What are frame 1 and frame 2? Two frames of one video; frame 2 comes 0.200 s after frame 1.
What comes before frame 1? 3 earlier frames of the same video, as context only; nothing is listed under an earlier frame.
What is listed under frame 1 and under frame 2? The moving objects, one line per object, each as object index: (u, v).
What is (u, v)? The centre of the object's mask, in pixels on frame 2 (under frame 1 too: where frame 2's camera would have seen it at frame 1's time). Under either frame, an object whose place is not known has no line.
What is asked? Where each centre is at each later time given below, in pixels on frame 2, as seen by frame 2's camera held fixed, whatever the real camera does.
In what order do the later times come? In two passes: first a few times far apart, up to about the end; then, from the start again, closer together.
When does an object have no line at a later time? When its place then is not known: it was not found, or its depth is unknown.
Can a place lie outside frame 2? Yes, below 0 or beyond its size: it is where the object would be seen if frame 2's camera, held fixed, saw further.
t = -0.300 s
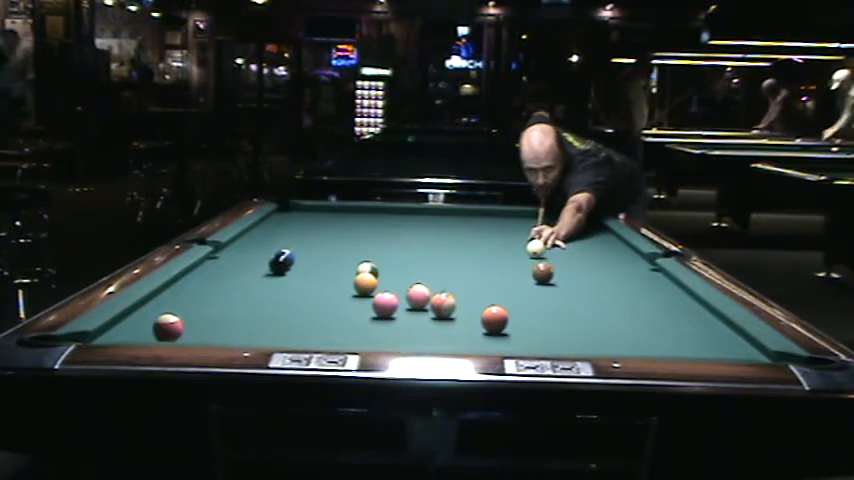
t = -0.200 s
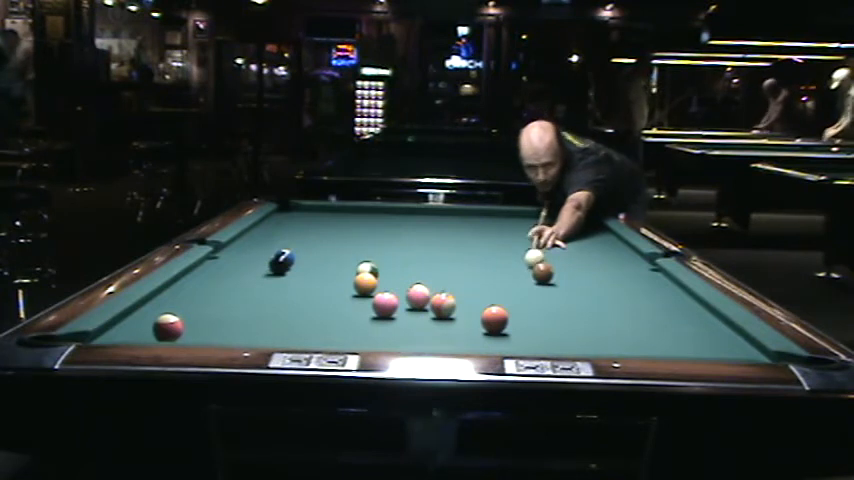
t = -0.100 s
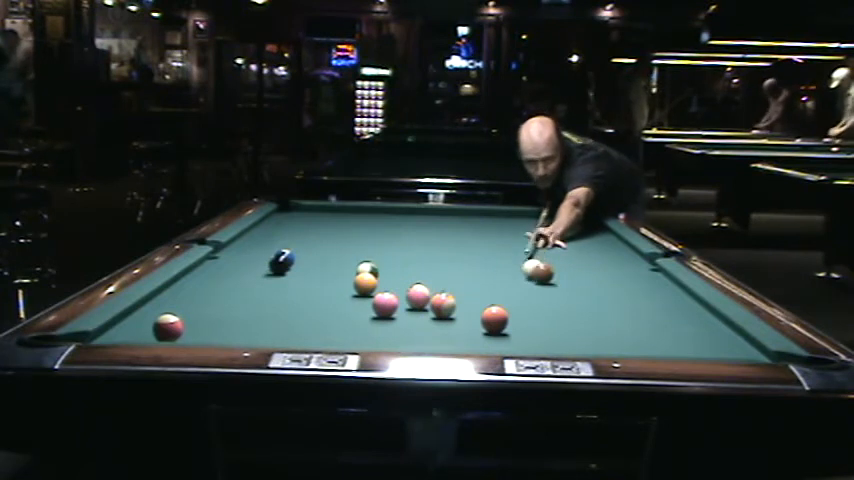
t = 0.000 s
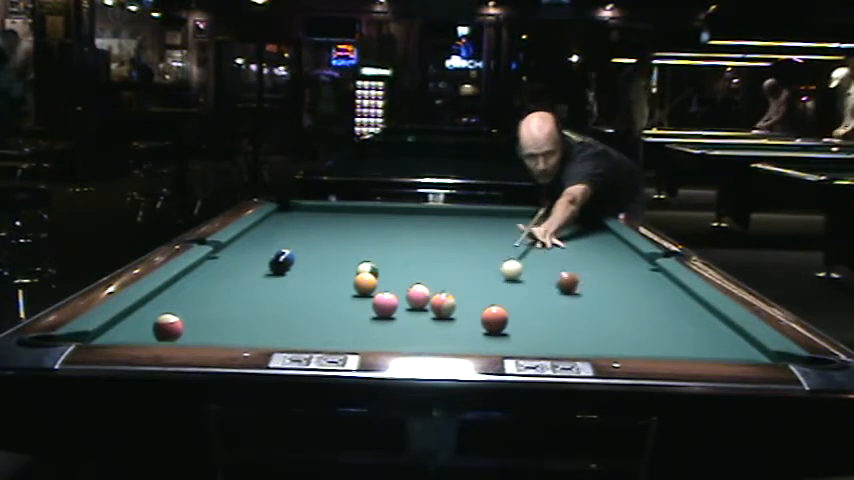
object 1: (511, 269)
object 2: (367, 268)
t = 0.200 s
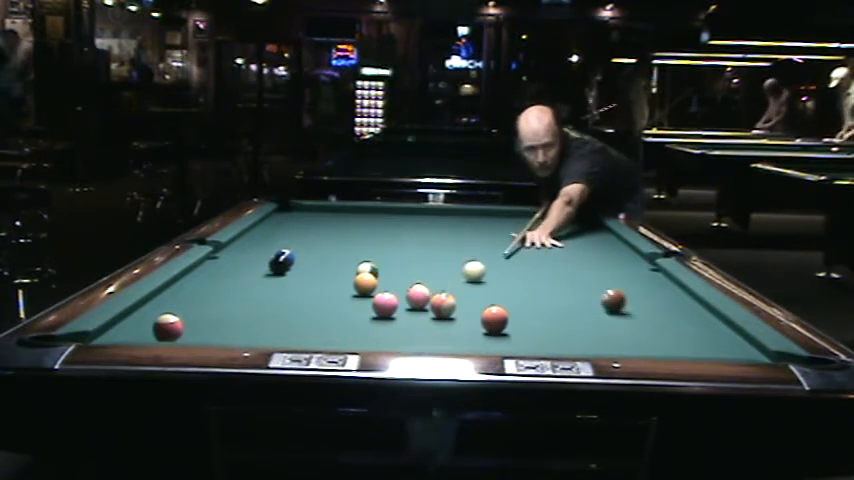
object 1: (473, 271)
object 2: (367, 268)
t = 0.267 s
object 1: (461, 271)
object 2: (367, 267)
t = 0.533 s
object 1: (413, 272)
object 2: (367, 267)
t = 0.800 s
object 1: (384, 274)
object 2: (350, 272)
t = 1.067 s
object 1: (374, 272)
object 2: (323, 272)
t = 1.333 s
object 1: (359, 271)
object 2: (297, 271)
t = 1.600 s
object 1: (350, 278)
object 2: (275, 270)
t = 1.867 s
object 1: (344, 280)
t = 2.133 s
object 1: (339, 281)
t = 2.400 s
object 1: (335, 281)
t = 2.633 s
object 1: (334, 281)
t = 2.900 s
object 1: (334, 281)
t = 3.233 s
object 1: (334, 282)
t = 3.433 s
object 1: (334, 282)
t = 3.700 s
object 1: (334, 282)
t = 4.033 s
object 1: (334, 282)
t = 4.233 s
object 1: (334, 282)
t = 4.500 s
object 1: (334, 282)
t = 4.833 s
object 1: (334, 282)
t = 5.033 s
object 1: (334, 282)
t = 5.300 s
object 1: (334, 282)
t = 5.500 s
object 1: (334, 282)
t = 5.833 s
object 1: (334, 282)
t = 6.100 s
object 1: (334, 282)
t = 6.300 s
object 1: (334, 282)
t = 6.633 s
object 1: (334, 281)
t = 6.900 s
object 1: (334, 281)
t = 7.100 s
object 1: (334, 281)
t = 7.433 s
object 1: (334, 281)
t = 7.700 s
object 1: (334, 281)
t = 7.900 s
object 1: (334, 281)
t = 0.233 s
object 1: (468, 271)
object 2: (367, 267)
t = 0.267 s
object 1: (461, 271)
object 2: (367, 267)
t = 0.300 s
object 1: (455, 271)
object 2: (367, 267)
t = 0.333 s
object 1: (449, 271)
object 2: (367, 267)
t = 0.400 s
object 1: (437, 271)
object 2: (367, 268)
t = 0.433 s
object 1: (431, 272)
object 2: (367, 268)
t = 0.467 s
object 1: (425, 272)
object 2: (367, 268)
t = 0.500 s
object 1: (419, 272)
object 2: (367, 268)
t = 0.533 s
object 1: (413, 272)
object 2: (367, 267)
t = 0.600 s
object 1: (401, 273)
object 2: (367, 268)
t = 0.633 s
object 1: (396, 273)
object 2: (367, 268)
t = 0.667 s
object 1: (390, 273)
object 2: (367, 268)
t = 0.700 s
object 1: (388, 273)
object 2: (361, 268)
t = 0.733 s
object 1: (387, 273)
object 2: (357, 269)
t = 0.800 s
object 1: (384, 274)
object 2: (350, 272)
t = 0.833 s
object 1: (383, 274)
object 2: (347, 272)
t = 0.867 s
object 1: (382, 274)
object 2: (344, 272)
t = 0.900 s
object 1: (381, 274)
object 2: (340, 272)
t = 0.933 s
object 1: (380, 273)
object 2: (337, 271)
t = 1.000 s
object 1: (377, 273)
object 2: (330, 272)
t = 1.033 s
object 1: (376, 272)
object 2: (327, 272)
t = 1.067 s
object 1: (374, 272)
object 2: (323, 272)
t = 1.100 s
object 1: (373, 271)
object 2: (320, 272)
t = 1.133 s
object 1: (372, 271)
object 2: (317, 272)
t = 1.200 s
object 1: (368, 271)
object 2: (311, 271)
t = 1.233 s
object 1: (365, 270)
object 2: (307, 271)
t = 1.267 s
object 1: (363, 270)
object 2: (304, 271)
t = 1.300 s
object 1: (361, 271)
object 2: (300, 271)
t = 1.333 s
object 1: (359, 271)
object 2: (297, 271)
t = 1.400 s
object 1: (356, 272)
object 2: (291, 271)
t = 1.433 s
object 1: (355, 273)
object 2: (288, 271)
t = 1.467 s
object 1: (353, 275)
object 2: (286, 271)
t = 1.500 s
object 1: (352, 274)
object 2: (284, 271)
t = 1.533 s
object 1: (351, 277)
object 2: (281, 272)
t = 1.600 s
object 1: (350, 278)
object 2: (275, 270)
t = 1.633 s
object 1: (349, 278)
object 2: (272, 270)
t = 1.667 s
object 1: (348, 278)
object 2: (269, 270)
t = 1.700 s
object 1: (348, 279)
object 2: (267, 269)
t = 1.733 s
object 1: (347, 279)
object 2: (264, 269)
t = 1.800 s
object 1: (345, 280)
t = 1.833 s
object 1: (345, 280)
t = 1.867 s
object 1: (344, 280)
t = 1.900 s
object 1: (343, 280)
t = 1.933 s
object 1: (343, 280)
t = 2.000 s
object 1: (341, 281)
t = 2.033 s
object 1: (340, 281)
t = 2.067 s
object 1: (340, 281)
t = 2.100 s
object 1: (339, 281)
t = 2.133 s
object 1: (339, 281)
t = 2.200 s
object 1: (337, 281)
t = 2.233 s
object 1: (337, 281)
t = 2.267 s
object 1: (336, 281)
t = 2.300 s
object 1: (336, 281)
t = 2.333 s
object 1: (335, 281)
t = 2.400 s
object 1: (335, 281)
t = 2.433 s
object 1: (335, 281)
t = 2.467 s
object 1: (334, 282)
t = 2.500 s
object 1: (334, 282)
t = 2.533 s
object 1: (334, 282)
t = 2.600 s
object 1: (334, 282)
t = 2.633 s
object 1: (334, 281)
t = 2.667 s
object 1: (334, 281)
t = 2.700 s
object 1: (334, 281)
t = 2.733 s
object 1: (334, 282)
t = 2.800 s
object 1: (334, 281)
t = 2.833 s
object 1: (334, 282)
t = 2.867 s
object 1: (334, 281)
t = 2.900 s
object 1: (334, 281)
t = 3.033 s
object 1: (334, 282)
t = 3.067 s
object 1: (334, 282)
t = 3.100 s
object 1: (334, 282)
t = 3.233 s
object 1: (334, 282)
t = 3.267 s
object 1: (334, 282)
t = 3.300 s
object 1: (334, 282)
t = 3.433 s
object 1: (334, 282)
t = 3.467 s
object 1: (334, 282)
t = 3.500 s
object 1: (334, 282)
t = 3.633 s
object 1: (334, 282)
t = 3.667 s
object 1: (334, 282)
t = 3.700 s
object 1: (334, 282)
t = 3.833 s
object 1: (334, 282)
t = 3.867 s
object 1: (334, 282)
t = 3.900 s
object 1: (334, 282)
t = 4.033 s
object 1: (334, 282)
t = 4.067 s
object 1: (334, 282)
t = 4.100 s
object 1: (334, 282)
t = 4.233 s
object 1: (334, 282)
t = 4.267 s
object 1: (334, 282)
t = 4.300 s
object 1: (334, 282)
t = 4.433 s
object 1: (334, 282)
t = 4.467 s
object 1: (334, 282)
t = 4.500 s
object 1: (334, 282)
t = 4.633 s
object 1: (334, 282)
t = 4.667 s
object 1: (334, 282)
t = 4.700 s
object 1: (334, 282)
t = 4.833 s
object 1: (334, 282)
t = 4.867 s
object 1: (334, 282)
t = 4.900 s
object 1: (334, 282)
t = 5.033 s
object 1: (334, 282)
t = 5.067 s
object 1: (334, 282)
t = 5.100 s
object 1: (334, 282)
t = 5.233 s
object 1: (334, 282)
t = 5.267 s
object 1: (334, 282)
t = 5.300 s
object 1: (334, 282)
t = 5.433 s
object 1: (334, 282)
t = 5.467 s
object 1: (334, 282)
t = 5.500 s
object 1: (334, 282)
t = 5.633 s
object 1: (334, 282)
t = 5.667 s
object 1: (334, 282)
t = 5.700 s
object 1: (334, 282)
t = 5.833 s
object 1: (334, 282)
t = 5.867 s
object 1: (334, 282)
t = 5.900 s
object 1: (334, 282)
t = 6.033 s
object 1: (334, 282)
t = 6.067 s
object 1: (334, 282)
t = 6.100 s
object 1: (334, 282)
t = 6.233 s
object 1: (334, 282)
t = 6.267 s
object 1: (334, 282)
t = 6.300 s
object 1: (334, 282)
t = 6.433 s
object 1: (334, 281)
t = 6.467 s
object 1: (334, 281)
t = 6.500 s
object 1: (334, 282)
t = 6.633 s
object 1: (334, 281)
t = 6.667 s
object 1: (334, 281)
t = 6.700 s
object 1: (334, 281)
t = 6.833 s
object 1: (334, 281)
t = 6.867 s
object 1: (334, 281)
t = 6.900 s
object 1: (334, 281)
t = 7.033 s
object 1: (334, 281)
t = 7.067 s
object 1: (334, 281)
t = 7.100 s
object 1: (334, 281)
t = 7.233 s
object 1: (334, 281)
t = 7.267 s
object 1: (334, 281)
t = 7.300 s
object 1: (334, 281)
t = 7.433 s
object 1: (334, 281)
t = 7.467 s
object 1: (334, 281)
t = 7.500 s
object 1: (334, 281)
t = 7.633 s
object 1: (334, 281)
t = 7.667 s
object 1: (334, 281)
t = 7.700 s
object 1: (334, 281)
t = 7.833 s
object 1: (334, 281)
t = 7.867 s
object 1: (334, 281)
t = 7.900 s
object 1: (334, 281)
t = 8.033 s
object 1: (334, 281)
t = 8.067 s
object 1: (334, 281)
